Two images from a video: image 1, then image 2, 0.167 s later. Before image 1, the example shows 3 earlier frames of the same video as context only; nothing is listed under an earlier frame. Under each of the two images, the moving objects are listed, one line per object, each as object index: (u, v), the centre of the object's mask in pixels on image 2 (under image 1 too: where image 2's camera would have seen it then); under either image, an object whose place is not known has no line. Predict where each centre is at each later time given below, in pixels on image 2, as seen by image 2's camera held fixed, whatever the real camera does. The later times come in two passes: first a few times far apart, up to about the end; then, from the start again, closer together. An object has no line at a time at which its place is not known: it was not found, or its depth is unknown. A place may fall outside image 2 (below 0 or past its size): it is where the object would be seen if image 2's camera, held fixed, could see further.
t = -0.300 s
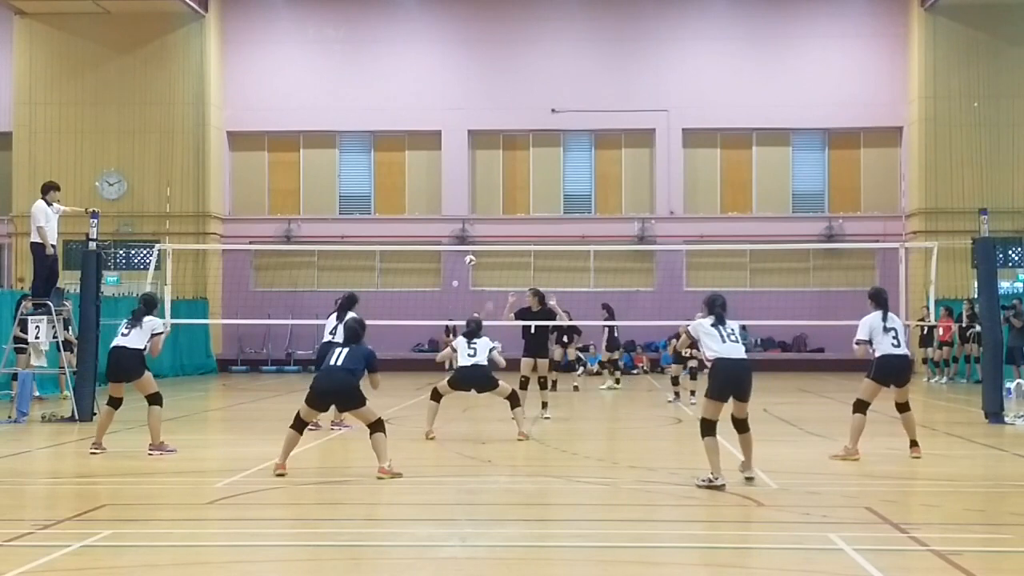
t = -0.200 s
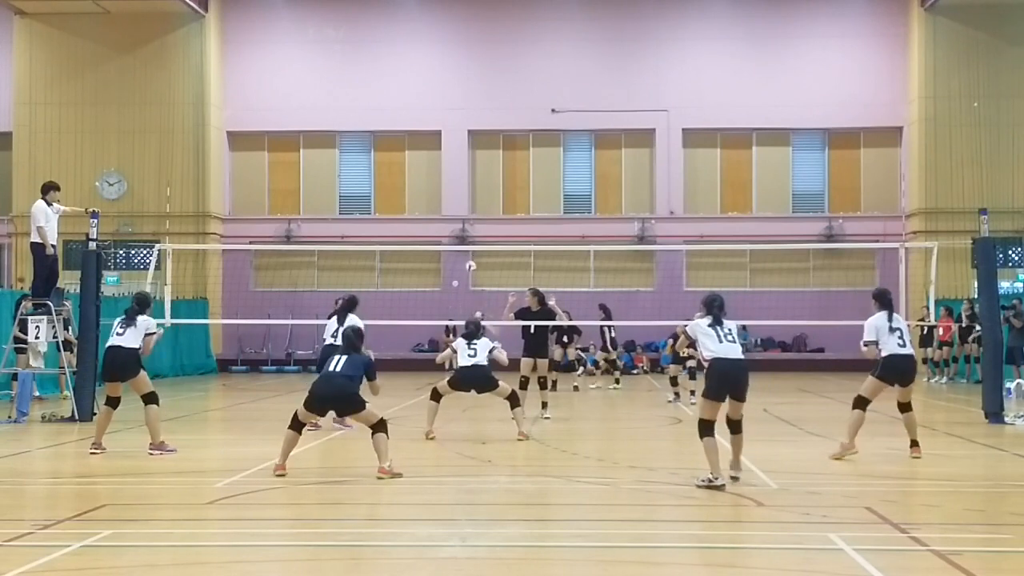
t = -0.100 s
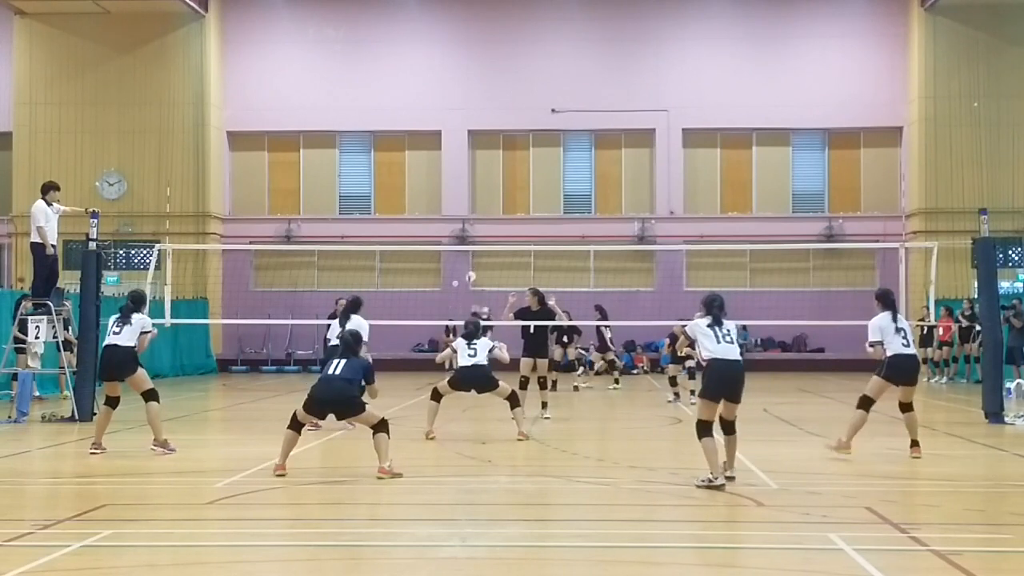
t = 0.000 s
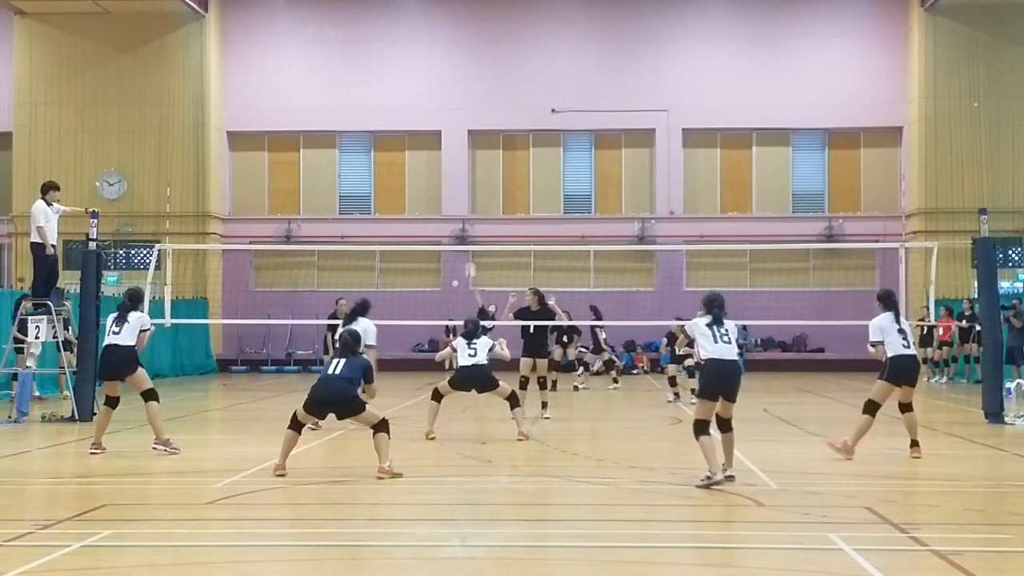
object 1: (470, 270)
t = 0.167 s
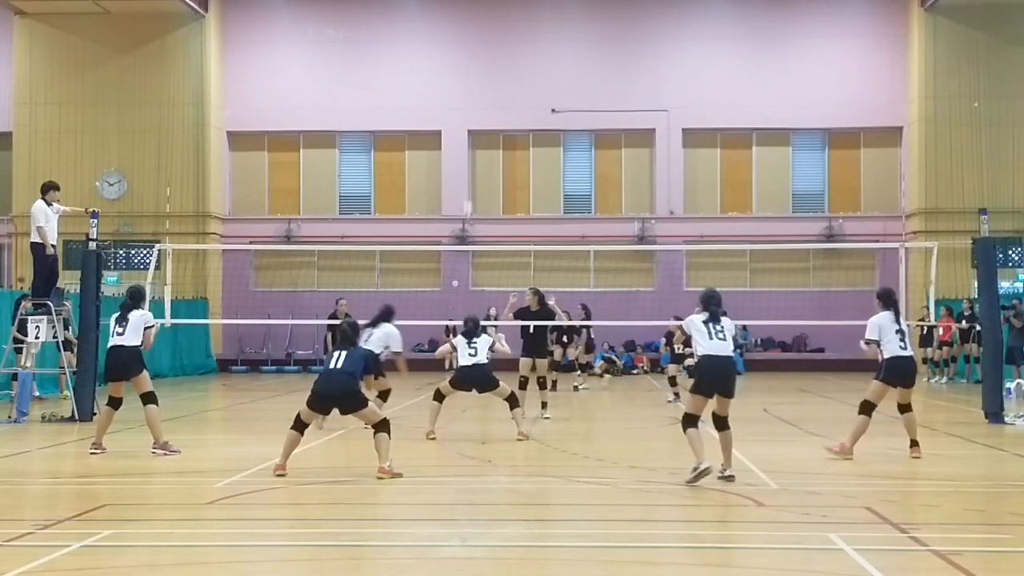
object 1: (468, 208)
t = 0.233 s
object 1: (468, 185)
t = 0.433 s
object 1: (464, 123)
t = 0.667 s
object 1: (459, 65)
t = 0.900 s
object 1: (450, 34)
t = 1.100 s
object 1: (434, 44)
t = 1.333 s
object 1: (411, 119)
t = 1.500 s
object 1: (395, 237)
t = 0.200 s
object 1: (468, 197)
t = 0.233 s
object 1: (468, 185)
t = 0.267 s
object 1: (468, 174)
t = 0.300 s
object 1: (468, 163)
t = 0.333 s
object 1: (467, 153)
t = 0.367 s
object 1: (467, 142)
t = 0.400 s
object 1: (466, 133)
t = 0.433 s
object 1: (464, 123)
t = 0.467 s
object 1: (463, 113)
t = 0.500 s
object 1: (462, 105)
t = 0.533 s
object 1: (461, 97)
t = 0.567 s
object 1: (461, 88)
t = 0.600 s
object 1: (461, 80)
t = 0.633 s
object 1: (460, 72)
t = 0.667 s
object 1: (459, 65)
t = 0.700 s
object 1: (458, 59)
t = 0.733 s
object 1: (457, 53)
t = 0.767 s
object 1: (456, 47)
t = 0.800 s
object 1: (455, 43)
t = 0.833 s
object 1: (453, 39)
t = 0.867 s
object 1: (451, 36)
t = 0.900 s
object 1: (450, 34)
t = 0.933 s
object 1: (447, 33)
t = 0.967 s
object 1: (445, 33)
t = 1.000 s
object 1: (442, 34)
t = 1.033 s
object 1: (439, 36)
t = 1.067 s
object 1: (437, 39)
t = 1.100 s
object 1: (434, 44)
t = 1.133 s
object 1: (431, 49)
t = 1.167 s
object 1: (427, 58)
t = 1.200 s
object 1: (424, 66)
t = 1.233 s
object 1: (421, 77)
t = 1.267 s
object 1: (418, 89)
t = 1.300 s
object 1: (414, 102)
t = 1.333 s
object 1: (411, 119)
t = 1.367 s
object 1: (408, 136)
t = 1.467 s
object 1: (399, 207)
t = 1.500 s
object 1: (395, 237)
